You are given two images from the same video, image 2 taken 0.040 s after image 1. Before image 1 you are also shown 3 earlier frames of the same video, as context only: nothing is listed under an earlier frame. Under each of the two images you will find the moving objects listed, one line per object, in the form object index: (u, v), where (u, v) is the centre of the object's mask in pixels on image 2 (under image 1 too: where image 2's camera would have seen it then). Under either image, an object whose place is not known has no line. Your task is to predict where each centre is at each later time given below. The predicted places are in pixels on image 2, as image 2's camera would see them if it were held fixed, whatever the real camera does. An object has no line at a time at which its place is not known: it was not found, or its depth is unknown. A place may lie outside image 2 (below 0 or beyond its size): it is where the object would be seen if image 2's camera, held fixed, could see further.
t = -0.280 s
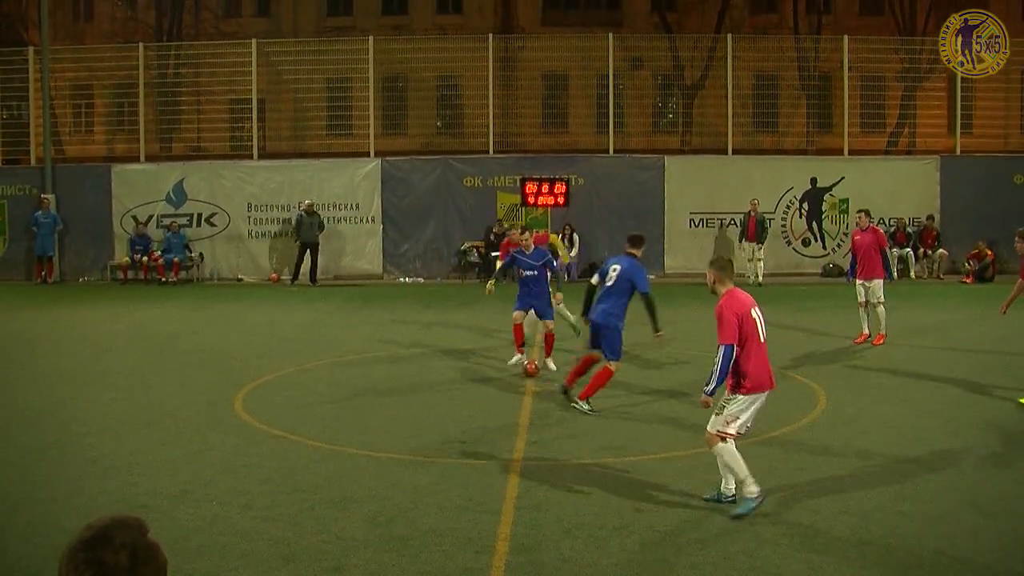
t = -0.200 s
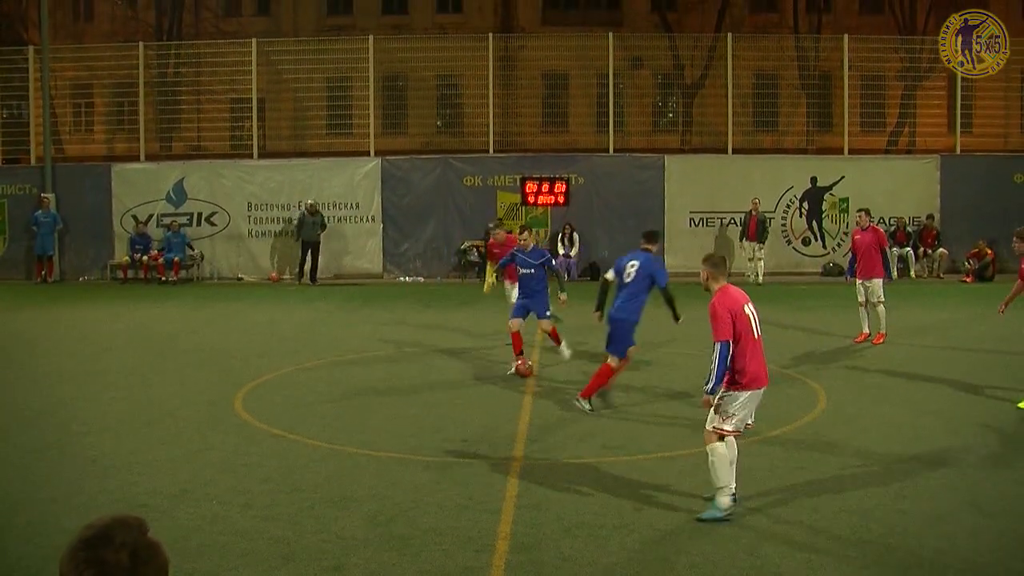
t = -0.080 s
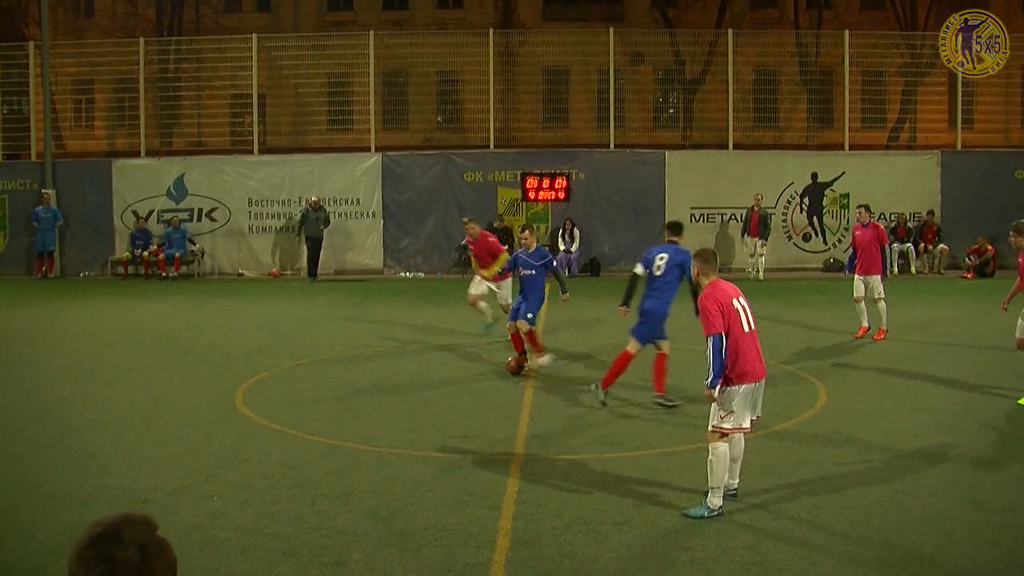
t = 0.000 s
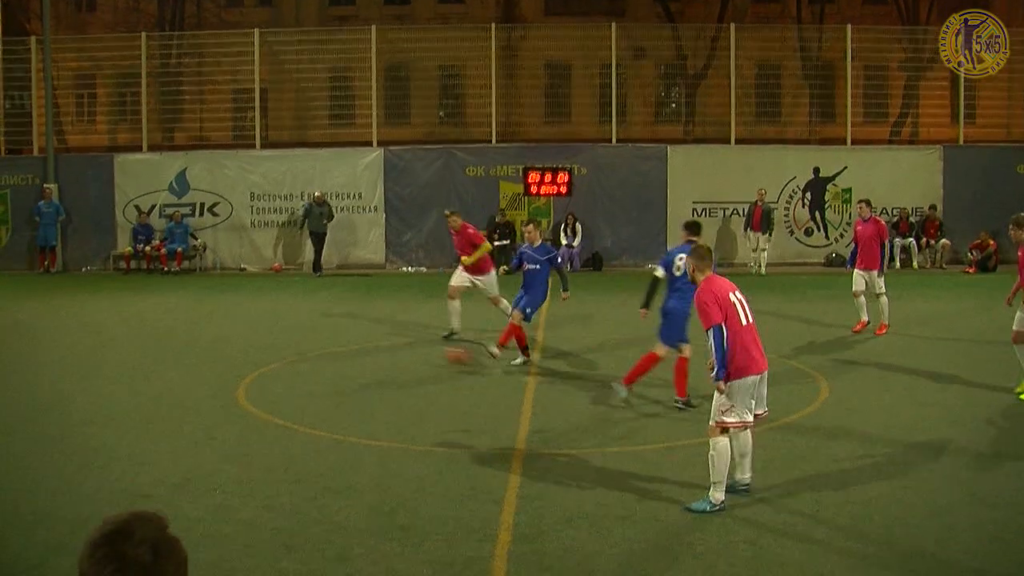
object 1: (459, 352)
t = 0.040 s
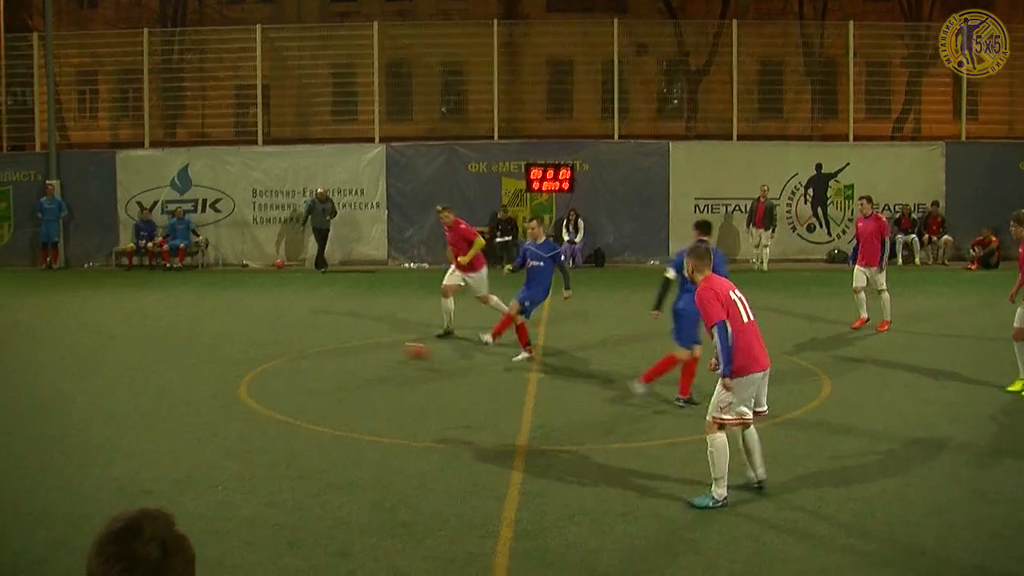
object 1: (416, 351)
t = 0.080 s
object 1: (376, 351)
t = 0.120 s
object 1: (334, 352)
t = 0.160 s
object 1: (295, 355)
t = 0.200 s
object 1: (256, 358)
